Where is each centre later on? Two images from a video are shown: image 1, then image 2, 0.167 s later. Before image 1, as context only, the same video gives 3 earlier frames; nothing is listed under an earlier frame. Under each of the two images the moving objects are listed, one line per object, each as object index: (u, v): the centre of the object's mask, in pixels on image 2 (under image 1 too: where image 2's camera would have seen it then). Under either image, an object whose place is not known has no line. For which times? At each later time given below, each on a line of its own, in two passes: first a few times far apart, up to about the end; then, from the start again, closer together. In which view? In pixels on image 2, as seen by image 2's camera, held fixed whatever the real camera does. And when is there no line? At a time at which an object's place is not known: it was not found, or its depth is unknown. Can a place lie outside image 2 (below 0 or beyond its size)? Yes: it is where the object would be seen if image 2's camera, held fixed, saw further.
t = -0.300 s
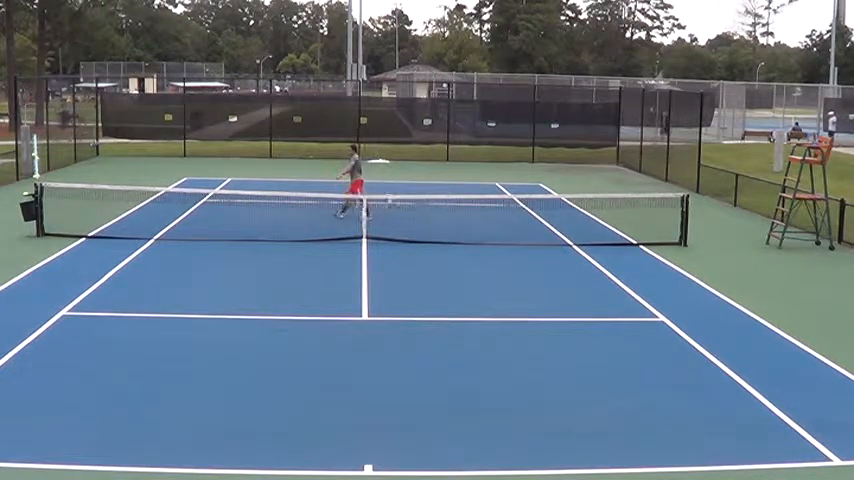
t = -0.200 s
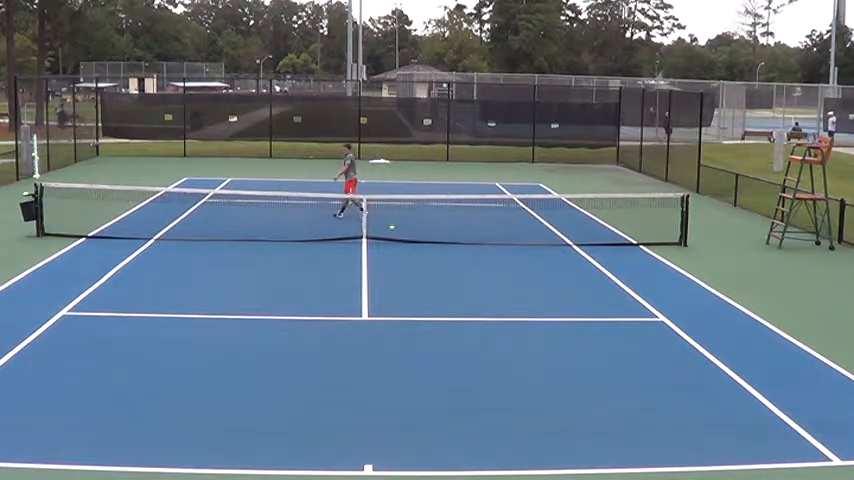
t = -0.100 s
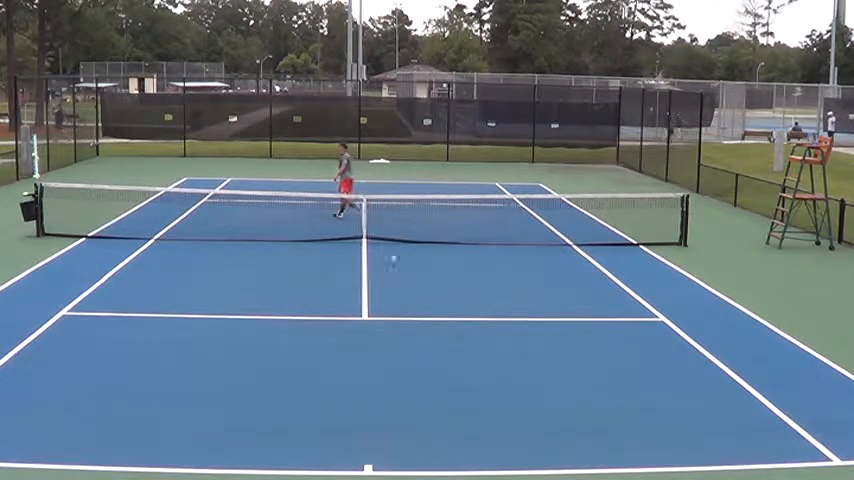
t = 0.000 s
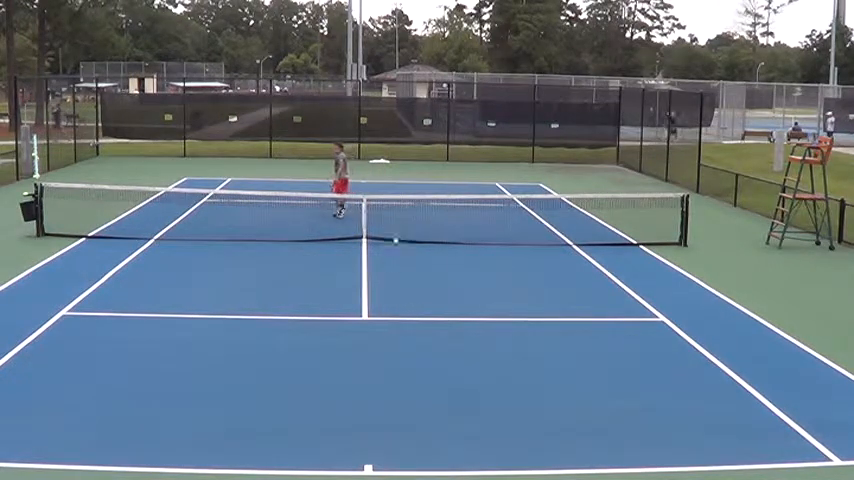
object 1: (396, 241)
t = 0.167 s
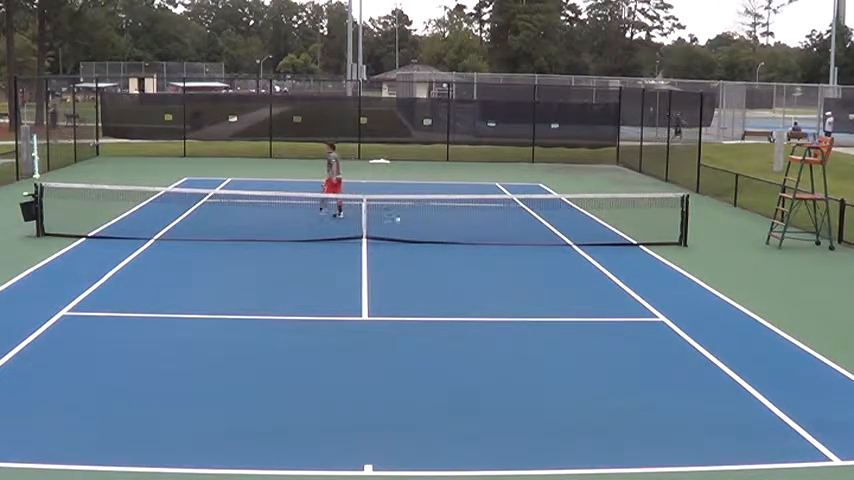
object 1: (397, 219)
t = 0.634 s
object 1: (407, 248)
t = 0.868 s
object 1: (411, 277)
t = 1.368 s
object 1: (422, 282)
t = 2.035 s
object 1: (436, 330)
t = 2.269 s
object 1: (440, 335)
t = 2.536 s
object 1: (446, 363)
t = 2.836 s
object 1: (455, 373)
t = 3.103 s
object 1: (464, 395)
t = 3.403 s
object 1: (474, 421)
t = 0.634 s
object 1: (407, 248)
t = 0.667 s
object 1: (408, 254)
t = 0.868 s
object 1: (411, 277)
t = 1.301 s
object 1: (420, 272)
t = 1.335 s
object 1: (421, 277)
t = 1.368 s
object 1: (422, 282)
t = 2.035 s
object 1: (436, 330)
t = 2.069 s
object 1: (437, 340)
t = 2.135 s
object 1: (438, 342)
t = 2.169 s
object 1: (438, 339)
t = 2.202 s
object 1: (439, 336)
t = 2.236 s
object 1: (440, 335)
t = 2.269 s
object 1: (440, 335)
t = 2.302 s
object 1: (441, 335)
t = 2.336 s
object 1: (442, 336)
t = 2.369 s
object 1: (443, 337)
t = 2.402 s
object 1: (443, 341)
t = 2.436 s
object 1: (443, 345)
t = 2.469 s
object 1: (444, 349)
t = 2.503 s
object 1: (445, 355)
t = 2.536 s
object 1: (446, 363)
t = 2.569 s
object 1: (446, 371)
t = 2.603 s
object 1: (447, 371)
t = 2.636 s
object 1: (449, 368)
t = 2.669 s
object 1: (449, 367)
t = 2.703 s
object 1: (451, 367)
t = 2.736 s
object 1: (451, 366)
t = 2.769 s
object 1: (452, 368)
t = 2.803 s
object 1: (454, 370)
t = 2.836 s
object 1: (455, 373)
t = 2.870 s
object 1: (455, 378)
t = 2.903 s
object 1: (456, 383)
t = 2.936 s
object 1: (457, 390)
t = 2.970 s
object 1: (458, 398)
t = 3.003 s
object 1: (460, 396)
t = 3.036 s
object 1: (461, 395)
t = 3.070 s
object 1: (462, 395)
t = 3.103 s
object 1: (464, 395)
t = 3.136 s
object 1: (465, 398)
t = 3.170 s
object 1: (466, 401)
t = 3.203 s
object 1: (468, 405)
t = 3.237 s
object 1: (469, 410)
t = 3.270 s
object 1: (470, 417)
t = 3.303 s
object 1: (471, 421)
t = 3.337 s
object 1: (472, 420)
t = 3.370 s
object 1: (473, 420)
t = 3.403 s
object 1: (474, 421)
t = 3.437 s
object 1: (475, 423)
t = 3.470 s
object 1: (477, 426)
